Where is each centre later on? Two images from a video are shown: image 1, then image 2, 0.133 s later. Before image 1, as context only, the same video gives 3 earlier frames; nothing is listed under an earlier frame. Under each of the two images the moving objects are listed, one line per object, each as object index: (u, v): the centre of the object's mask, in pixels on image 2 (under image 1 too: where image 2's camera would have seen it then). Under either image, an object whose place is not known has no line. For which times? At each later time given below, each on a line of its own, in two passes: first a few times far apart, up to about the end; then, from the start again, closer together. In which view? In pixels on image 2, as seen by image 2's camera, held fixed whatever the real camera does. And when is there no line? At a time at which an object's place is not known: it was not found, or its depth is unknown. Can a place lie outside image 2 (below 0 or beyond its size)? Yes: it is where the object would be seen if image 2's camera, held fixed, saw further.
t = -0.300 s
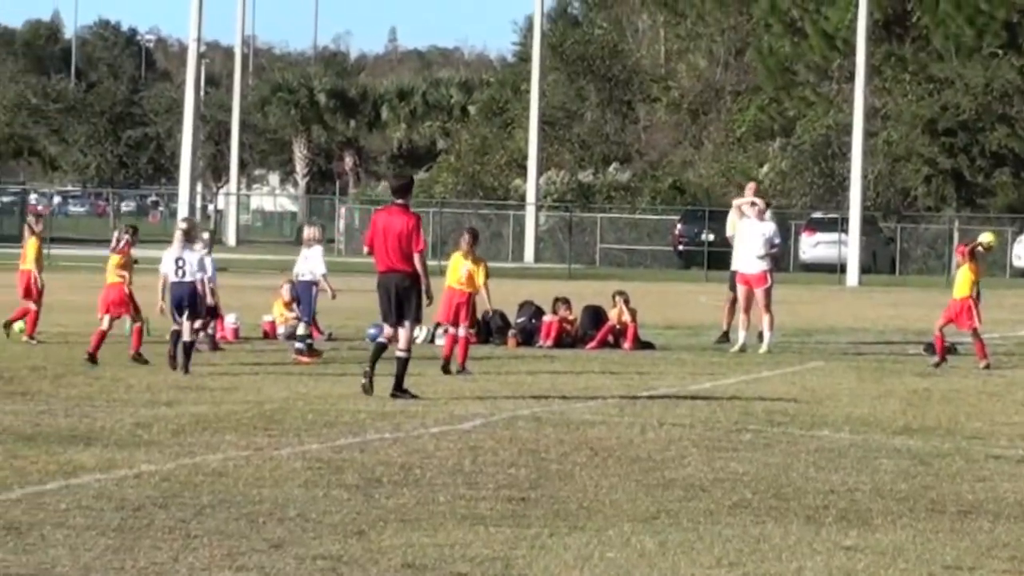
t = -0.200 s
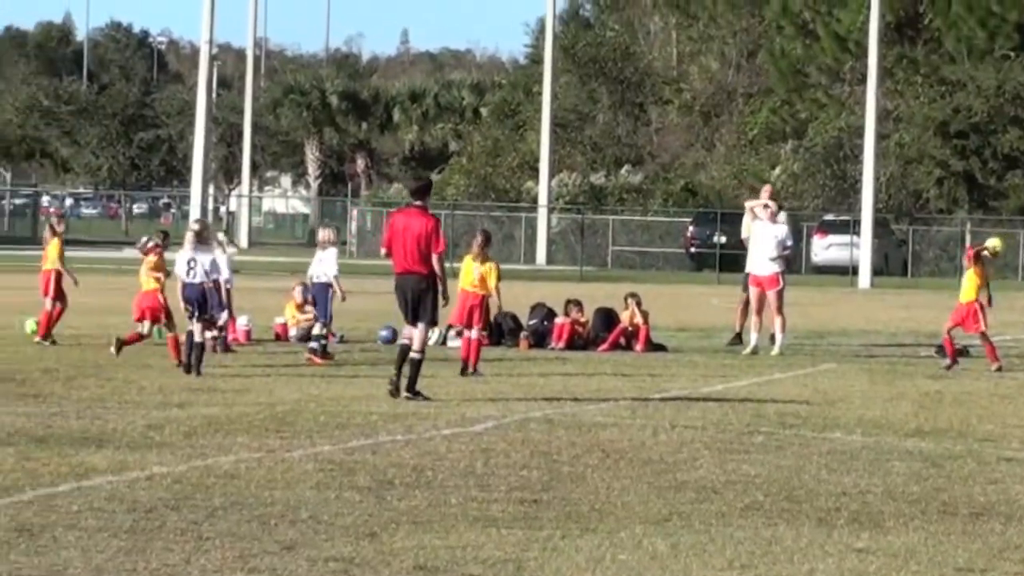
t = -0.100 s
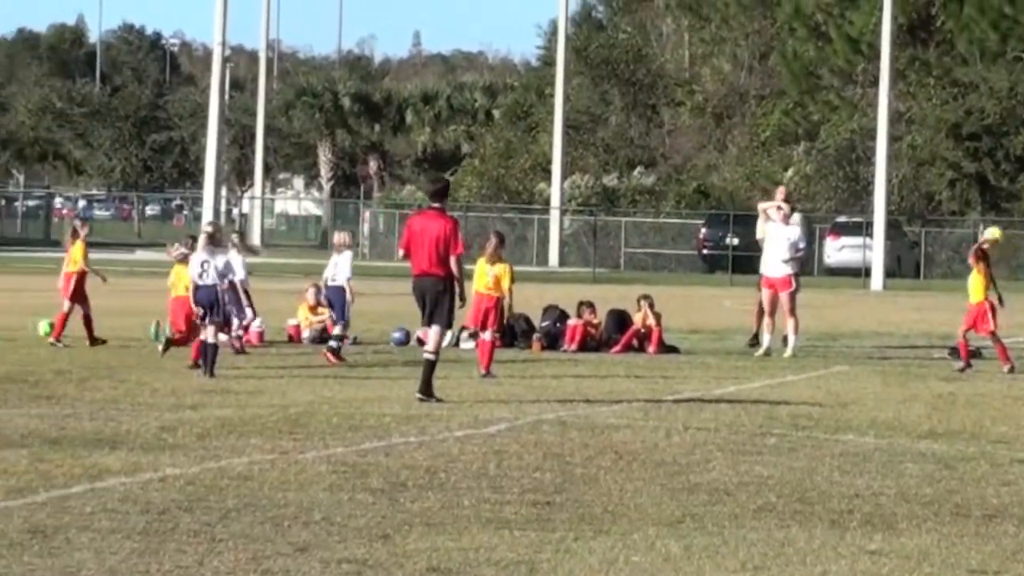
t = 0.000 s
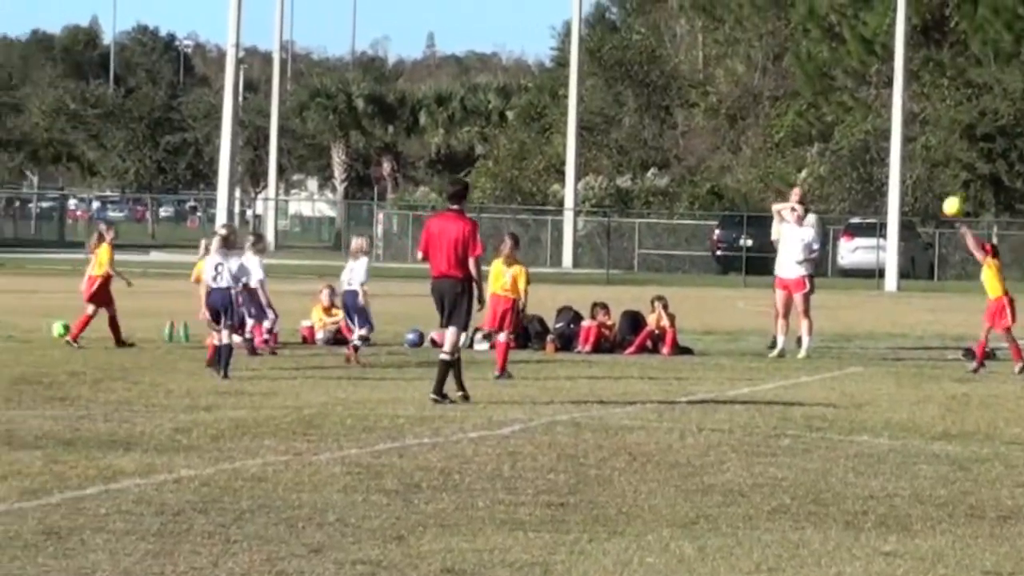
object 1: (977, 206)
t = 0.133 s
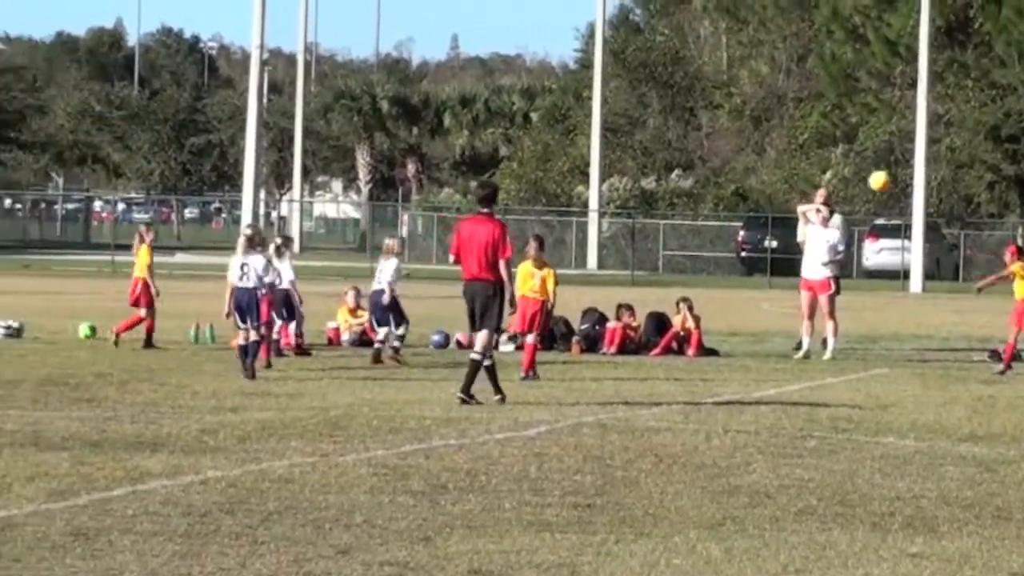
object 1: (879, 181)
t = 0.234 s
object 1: (805, 172)
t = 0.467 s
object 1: (637, 189)
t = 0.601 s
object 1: (542, 220)
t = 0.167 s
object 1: (853, 176)
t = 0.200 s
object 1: (830, 173)
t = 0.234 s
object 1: (805, 172)
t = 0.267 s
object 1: (780, 170)
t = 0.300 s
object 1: (756, 170)
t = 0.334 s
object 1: (732, 172)
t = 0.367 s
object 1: (708, 175)
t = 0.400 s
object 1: (684, 178)
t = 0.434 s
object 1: (661, 183)
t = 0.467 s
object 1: (637, 189)
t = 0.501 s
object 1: (613, 195)
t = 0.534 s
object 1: (589, 203)
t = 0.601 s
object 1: (542, 220)
